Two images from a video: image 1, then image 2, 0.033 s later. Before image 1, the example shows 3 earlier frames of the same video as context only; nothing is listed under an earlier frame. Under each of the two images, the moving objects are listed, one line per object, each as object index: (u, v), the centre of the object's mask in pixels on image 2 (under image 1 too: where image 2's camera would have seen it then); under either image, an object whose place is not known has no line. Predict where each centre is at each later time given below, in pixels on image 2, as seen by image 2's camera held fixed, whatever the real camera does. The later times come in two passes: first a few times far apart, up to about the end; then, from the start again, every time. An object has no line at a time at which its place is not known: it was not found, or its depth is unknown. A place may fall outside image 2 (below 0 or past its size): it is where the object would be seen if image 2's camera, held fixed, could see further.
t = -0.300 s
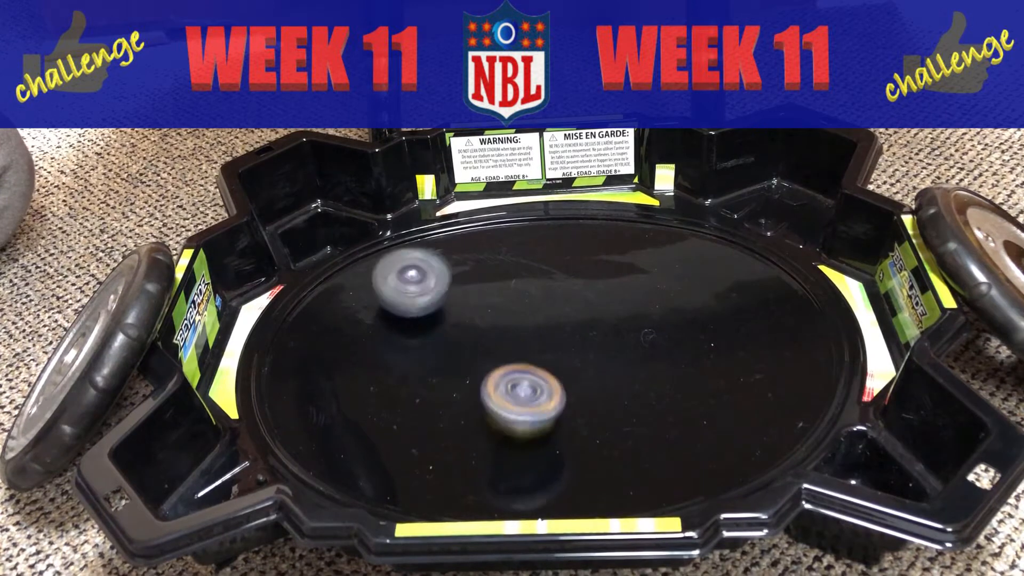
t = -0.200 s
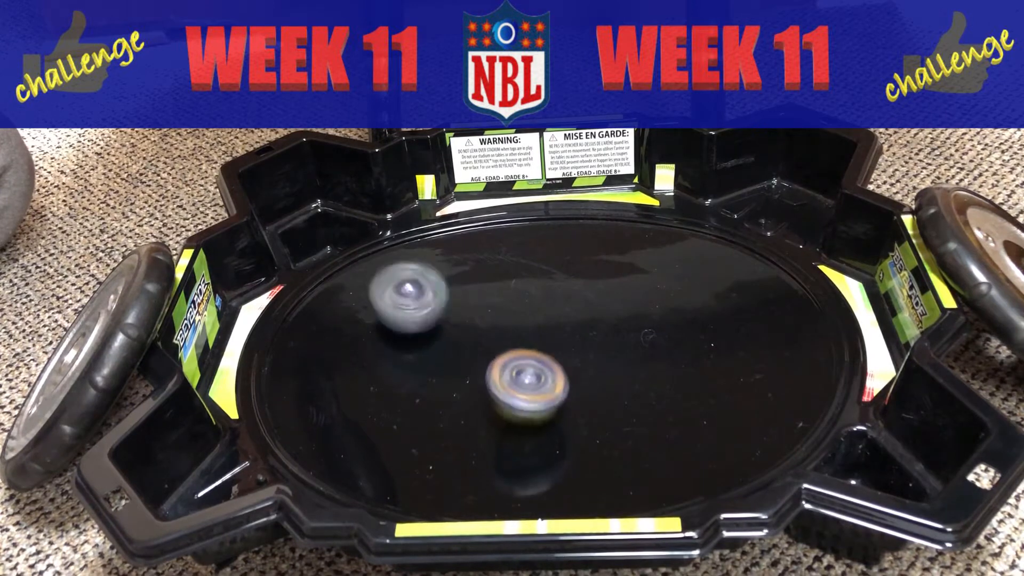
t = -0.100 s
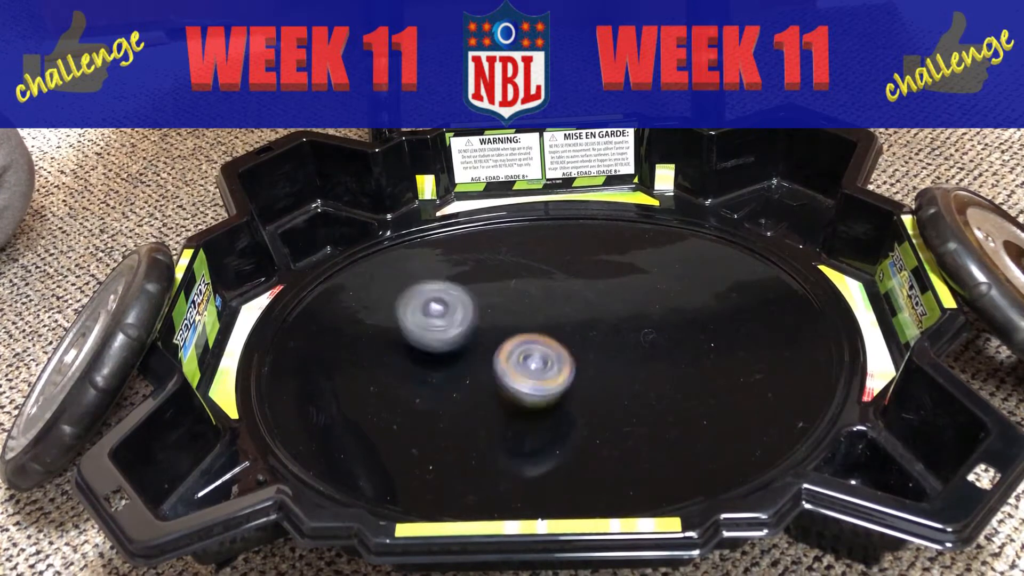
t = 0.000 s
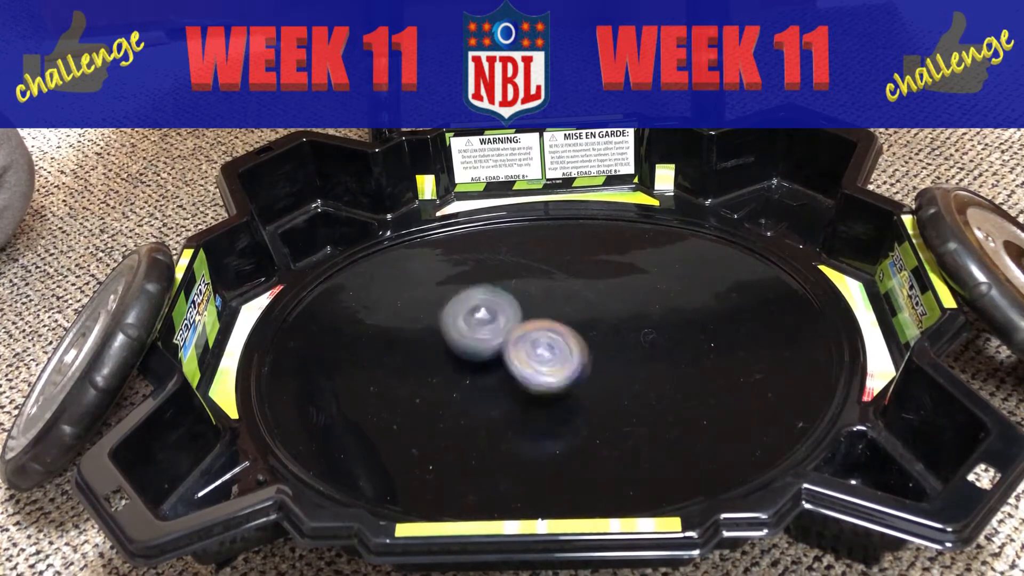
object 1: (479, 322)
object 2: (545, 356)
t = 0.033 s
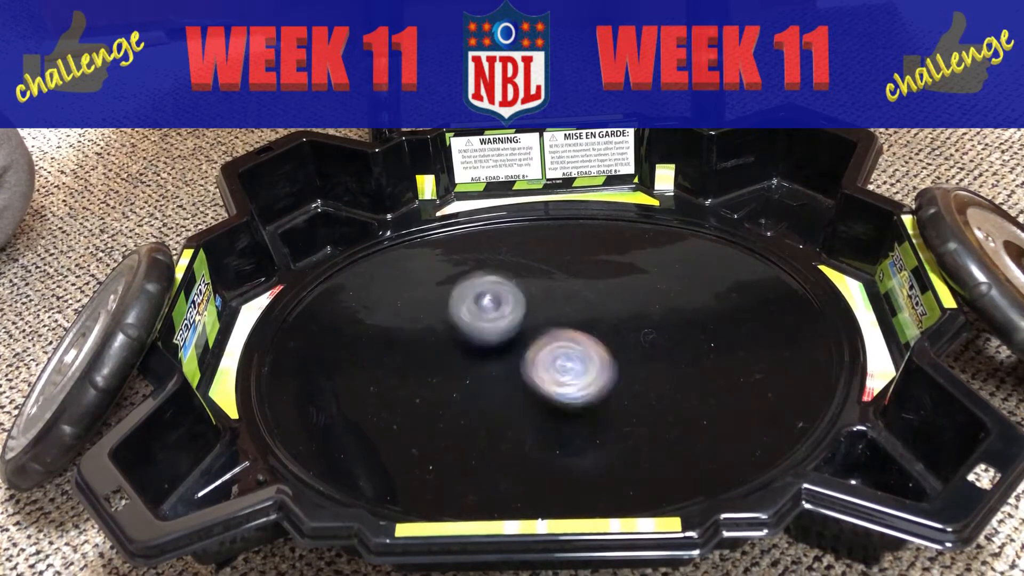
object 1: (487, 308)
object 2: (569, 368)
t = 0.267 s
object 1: (507, 258)
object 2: (719, 378)
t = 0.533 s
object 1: (517, 289)
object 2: (770, 361)
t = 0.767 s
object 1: (591, 332)
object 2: (748, 359)
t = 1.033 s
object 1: (626, 336)
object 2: (714, 362)
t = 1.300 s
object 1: (556, 354)
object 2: (665, 345)
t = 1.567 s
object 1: (503, 390)
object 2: (618, 312)
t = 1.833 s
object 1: (529, 382)
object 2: (581, 280)
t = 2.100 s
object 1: (511, 333)
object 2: (559, 267)
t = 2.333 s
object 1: (464, 322)
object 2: (546, 283)
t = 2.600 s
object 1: (478, 355)
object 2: (538, 310)
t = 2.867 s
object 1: (492, 401)
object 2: (569, 324)
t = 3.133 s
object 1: (560, 394)
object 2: (562, 327)
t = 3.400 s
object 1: (585, 366)
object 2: (546, 304)
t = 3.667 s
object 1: (556, 346)
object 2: (539, 286)
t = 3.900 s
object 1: (520, 345)
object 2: (546, 285)
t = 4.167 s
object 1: (486, 368)
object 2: (551, 307)
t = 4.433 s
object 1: (501, 390)
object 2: (550, 326)
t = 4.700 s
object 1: (531, 397)
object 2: (542, 321)
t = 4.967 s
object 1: (547, 396)
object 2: (552, 294)
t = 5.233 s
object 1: (528, 357)
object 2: (563, 296)
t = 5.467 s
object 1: (485, 340)
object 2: (563, 310)
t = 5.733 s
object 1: (442, 341)
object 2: (559, 331)
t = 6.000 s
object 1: (445, 354)
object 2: (546, 333)
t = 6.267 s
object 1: (466, 358)
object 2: (602, 321)
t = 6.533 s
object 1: (495, 351)
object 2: (660, 337)
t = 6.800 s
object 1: (538, 332)
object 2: (635, 375)
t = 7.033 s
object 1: (571, 311)
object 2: (551, 387)
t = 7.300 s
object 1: (598, 301)
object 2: (516, 354)
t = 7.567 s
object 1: (624, 321)
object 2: (522, 337)
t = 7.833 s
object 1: (601, 343)
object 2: (523, 348)
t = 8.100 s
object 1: (582, 342)
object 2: (430, 337)
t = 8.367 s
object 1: (581, 327)
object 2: (456, 342)
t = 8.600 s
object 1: (587, 331)
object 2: (506, 356)
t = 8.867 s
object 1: (587, 364)
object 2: (488, 350)
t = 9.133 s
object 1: (592, 369)
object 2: (490, 347)
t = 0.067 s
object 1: (494, 297)
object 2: (594, 379)
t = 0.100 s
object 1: (499, 289)
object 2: (619, 386)
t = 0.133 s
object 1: (503, 280)
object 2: (640, 390)
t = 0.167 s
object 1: (505, 273)
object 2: (659, 388)
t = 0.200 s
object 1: (506, 266)
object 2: (682, 385)
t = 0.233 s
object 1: (507, 261)
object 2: (702, 382)
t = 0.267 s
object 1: (507, 258)
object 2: (719, 378)
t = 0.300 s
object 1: (506, 256)
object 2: (734, 374)
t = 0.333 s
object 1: (505, 256)
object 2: (745, 372)
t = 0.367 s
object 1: (503, 258)
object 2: (753, 370)
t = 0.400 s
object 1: (503, 262)
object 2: (759, 367)
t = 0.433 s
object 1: (504, 267)
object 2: (764, 365)
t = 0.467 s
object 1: (507, 274)
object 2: (767, 364)
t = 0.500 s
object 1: (511, 281)
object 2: (769, 362)
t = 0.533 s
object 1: (517, 289)
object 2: (770, 361)
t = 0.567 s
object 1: (526, 297)
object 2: (769, 361)
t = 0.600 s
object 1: (535, 304)
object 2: (767, 360)
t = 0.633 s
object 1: (545, 310)
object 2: (764, 360)
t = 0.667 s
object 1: (556, 316)
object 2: (761, 360)
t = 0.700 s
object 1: (567, 322)
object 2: (757, 360)
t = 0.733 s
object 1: (580, 327)
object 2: (753, 360)
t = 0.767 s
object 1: (591, 332)
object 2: (748, 359)
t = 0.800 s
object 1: (602, 335)
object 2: (742, 359)
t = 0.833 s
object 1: (614, 339)
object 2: (734, 359)
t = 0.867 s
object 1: (625, 342)
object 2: (727, 358)
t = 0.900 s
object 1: (635, 343)
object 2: (721, 357)
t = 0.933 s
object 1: (633, 340)
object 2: (726, 360)
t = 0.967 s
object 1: (632, 337)
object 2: (725, 362)
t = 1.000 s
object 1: (630, 336)
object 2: (720, 363)
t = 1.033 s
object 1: (626, 336)
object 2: (714, 362)
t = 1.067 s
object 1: (620, 337)
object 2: (707, 360)
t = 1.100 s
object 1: (614, 338)
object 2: (700, 359)
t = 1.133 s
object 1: (607, 340)
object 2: (692, 356)
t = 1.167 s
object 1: (600, 342)
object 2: (684, 354)
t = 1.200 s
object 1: (589, 344)
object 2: (679, 351)
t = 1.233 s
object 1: (576, 347)
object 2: (676, 350)
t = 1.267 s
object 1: (566, 350)
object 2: (670, 348)
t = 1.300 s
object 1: (556, 354)
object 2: (665, 345)
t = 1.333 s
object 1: (545, 359)
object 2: (659, 341)
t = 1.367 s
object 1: (534, 364)
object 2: (654, 337)
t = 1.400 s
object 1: (524, 369)
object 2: (648, 333)
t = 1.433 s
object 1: (517, 373)
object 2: (642, 329)
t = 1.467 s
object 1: (511, 377)
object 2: (636, 325)
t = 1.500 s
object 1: (507, 382)
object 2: (630, 320)
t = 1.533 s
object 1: (505, 386)
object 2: (624, 316)
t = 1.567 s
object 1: (503, 390)
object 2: (618, 312)
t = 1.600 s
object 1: (504, 393)
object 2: (612, 307)
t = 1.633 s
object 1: (505, 395)
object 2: (607, 303)
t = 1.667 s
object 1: (509, 396)
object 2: (602, 298)
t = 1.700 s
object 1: (512, 395)
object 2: (597, 293)
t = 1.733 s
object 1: (516, 394)
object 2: (593, 290)
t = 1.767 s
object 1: (521, 391)
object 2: (589, 286)
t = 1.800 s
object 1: (525, 386)
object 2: (585, 283)
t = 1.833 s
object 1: (529, 382)
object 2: (581, 280)
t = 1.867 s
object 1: (531, 377)
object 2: (578, 277)
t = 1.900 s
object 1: (532, 371)
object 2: (575, 275)
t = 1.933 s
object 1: (531, 364)
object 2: (572, 273)
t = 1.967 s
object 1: (528, 357)
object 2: (569, 271)
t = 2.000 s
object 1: (524, 351)
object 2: (566, 270)
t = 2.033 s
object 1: (520, 345)
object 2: (564, 269)
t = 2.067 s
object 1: (516, 339)
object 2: (561, 268)
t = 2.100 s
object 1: (511, 333)
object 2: (559, 267)
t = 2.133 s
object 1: (504, 329)
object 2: (557, 269)
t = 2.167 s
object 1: (497, 325)
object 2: (555, 270)
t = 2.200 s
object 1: (490, 322)
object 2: (553, 271)
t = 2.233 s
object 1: (483, 321)
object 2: (551, 274)
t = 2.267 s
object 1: (475, 320)
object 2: (550, 276)
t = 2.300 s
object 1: (469, 321)
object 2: (548, 279)
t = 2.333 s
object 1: (464, 322)
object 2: (546, 283)
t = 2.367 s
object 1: (460, 325)
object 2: (544, 285)
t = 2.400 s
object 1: (457, 329)
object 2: (543, 289)
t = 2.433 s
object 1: (457, 333)
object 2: (541, 293)
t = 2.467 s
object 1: (458, 338)
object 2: (539, 297)
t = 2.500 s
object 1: (462, 342)
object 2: (537, 301)
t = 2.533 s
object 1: (468, 347)
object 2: (535, 304)
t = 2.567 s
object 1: (475, 351)
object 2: (534, 307)
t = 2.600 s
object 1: (478, 355)
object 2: (538, 310)
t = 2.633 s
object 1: (480, 359)
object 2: (541, 314)
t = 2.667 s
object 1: (484, 363)
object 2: (543, 318)
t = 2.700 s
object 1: (484, 370)
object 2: (548, 319)
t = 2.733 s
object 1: (481, 377)
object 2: (558, 319)
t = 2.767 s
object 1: (481, 384)
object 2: (565, 319)
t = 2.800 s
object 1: (483, 390)
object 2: (568, 320)
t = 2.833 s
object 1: (486, 396)
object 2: (569, 322)
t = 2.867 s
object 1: (492, 401)
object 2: (569, 324)
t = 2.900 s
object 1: (499, 404)
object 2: (568, 326)
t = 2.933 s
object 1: (508, 406)
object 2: (566, 328)
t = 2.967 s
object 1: (518, 407)
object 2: (565, 330)
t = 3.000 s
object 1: (528, 405)
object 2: (563, 332)
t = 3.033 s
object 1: (539, 402)
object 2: (563, 333)
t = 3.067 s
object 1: (548, 397)
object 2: (562, 334)
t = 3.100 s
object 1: (555, 395)
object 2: (561, 332)
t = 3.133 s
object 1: (560, 394)
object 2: (562, 327)
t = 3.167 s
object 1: (566, 393)
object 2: (562, 323)
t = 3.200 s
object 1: (571, 390)
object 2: (561, 320)
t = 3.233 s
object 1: (575, 386)
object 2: (559, 319)
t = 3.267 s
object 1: (579, 380)
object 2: (556, 317)
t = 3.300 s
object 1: (581, 375)
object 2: (553, 315)
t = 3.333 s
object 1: (583, 370)
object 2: (550, 313)
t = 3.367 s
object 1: (584, 368)
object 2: (548, 308)
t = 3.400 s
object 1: (585, 366)
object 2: (546, 304)
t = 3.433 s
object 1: (584, 362)
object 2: (544, 301)
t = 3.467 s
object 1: (583, 358)
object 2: (542, 298)
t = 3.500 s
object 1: (580, 355)
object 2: (541, 296)
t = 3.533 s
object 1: (576, 352)
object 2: (539, 293)
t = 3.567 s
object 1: (571, 350)
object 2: (539, 291)
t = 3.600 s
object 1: (566, 348)
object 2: (538, 289)
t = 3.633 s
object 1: (561, 347)
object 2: (538, 287)
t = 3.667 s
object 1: (556, 346)
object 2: (539, 286)
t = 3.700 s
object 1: (551, 345)
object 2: (540, 283)
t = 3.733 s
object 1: (545, 345)
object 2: (541, 282)
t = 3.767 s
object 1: (540, 346)
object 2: (541, 282)
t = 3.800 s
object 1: (535, 345)
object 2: (542, 282)
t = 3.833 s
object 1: (529, 345)
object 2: (543, 283)
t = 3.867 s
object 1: (524, 345)
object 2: (545, 284)
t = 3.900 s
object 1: (520, 345)
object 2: (546, 285)
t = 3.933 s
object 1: (513, 347)
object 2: (548, 286)
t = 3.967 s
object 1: (507, 350)
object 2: (550, 288)
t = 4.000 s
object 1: (501, 352)
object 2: (551, 291)
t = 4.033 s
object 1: (496, 353)
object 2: (551, 294)
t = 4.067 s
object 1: (492, 357)
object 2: (552, 296)
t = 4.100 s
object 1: (489, 361)
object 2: (552, 299)
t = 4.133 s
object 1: (487, 365)
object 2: (552, 303)
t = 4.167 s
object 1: (486, 368)
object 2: (551, 307)
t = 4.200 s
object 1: (487, 371)
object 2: (551, 311)
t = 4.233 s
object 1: (490, 374)
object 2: (550, 315)
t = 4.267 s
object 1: (494, 376)
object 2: (548, 320)
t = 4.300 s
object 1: (498, 377)
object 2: (546, 323)
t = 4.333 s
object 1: (502, 378)
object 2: (545, 325)
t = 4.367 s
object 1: (503, 380)
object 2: (547, 326)
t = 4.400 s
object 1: (501, 386)
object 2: (550, 325)
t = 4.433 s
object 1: (501, 390)
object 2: (550, 326)
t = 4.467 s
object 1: (503, 394)
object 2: (549, 327)
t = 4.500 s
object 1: (506, 397)
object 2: (547, 329)
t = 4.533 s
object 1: (511, 398)
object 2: (546, 329)
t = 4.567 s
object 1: (516, 398)
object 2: (544, 330)
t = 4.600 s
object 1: (521, 396)
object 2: (542, 329)
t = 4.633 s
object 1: (527, 393)
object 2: (540, 329)
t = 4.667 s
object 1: (531, 391)
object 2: (539, 328)
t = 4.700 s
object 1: (531, 397)
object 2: (542, 321)
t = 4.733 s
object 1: (532, 401)
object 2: (545, 311)
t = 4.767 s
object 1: (533, 403)
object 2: (548, 305)
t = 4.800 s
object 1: (535, 405)
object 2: (550, 302)
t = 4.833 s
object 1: (537, 406)
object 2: (551, 300)
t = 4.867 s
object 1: (540, 406)
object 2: (550, 297)
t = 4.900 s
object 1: (543, 404)
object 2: (550, 296)
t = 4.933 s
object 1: (546, 400)
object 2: (551, 295)
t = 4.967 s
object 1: (547, 396)
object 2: (552, 294)
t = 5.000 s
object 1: (548, 391)
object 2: (552, 293)
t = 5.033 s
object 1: (548, 386)
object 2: (553, 293)
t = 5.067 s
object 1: (548, 380)
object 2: (554, 294)
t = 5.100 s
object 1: (546, 373)
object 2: (555, 294)
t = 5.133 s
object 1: (544, 368)
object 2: (556, 295)
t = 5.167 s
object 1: (541, 364)
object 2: (556, 298)
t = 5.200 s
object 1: (537, 359)
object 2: (558, 298)
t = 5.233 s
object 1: (528, 357)
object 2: (563, 296)
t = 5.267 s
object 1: (520, 355)
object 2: (566, 296)
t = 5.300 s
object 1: (514, 353)
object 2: (568, 297)
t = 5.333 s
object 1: (509, 350)
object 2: (568, 300)
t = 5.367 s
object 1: (502, 346)
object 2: (567, 302)
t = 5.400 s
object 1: (496, 344)
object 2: (566, 305)
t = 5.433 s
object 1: (491, 343)
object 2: (565, 307)
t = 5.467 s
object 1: (485, 340)
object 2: (563, 310)
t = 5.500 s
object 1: (479, 339)
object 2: (560, 313)
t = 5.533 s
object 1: (474, 340)
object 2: (559, 316)
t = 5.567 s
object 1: (471, 339)
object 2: (555, 318)
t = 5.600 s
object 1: (469, 338)
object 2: (551, 321)
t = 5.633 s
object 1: (466, 339)
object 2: (548, 324)
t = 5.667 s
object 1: (458, 340)
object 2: (552, 326)
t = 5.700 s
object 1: (449, 340)
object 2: (557, 329)
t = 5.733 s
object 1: (442, 341)
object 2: (559, 331)
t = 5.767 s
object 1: (438, 343)
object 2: (558, 332)
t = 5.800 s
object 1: (433, 343)
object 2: (555, 334)
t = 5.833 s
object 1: (429, 346)
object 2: (554, 334)
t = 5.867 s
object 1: (429, 348)
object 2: (553, 334)
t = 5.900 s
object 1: (430, 349)
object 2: (551, 335)
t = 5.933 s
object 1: (433, 352)
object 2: (549, 334)
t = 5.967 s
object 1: (439, 354)
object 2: (547, 334)
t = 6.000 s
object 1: (445, 354)
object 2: (546, 333)
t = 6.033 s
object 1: (453, 356)
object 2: (545, 332)
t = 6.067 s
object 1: (461, 357)
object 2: (543, 332)
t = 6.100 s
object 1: (468, 355)
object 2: (544, 330)
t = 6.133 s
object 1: (473, 356)
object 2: (546, 328)
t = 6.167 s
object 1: (472, 356)
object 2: (560, 326)
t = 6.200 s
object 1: (467, 356)
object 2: (576, 322)
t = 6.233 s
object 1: (466, 359)
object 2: (590, 321)
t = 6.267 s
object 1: (466, 358)
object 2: (602, 321)
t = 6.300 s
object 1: (466, 359)
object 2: (609, 320)
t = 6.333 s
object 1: (468, 359)
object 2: (617, 320)
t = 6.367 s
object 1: (471, 358)
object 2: (626, 319)
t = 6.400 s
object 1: (475, 359)
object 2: (635, 322)
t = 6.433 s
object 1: (479, 356)
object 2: (644, 324)
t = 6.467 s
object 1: (484, 356)
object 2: (650, 328)
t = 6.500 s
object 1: (490, 353)
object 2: (656, 333)
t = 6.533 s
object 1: (495, 351)
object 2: (660, 337)
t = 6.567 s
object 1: (502, 350)
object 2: (663, 343)
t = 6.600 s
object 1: (506, 346)
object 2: (664, 347)
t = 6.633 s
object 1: (511, 345)
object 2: (663, 352)
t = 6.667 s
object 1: (516, 341)
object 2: (661, 357)
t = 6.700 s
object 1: (520, 339)
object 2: (657, 362)
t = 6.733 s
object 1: (527, 336)
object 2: (652, 367)
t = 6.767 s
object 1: (531, 332)
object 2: (644, 370)
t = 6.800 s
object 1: (538, 332)
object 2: (635, 375)
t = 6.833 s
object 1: (543, 328)
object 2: (626, 376)
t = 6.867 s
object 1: (548, 328)
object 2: (614, 378)
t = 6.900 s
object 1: (553, 325)
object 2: (605, 378)
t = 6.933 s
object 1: (556, 324)
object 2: (595, 378)
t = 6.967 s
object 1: (565, 317)
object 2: (580, 384)
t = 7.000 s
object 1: (567, 313)
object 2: (567, 388)
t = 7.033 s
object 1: (571, 311)
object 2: (551, 387)
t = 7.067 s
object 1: (571, 307)
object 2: (536, 390)
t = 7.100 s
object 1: (574, 305)
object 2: (524, 388)
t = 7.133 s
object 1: (577, 302)
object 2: (516, 381)
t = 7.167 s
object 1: (581, 301)
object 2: (511, 376)
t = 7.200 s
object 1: (584, 299)
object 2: (510, 370)
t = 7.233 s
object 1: (589, 299)
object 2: (510, 365)
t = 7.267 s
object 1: (593, 299)
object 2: (513, 359)
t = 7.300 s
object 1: (598, 301)
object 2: (516, 354)
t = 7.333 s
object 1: (600, 303)
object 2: (520, 348)
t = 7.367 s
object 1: (603, 306)
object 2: (524, 344)
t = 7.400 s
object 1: (604, 309)
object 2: (529, 340)
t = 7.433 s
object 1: (610, 312)
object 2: (530, 338)
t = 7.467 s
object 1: (618, 314)
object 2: (524, 336)
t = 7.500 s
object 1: (621, 317)
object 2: (521, 335)
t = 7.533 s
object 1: (621, 320)
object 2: (521, 335)
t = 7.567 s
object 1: (624, 321)
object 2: (522, 337)
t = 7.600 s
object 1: (624, 325)
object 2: (524, 337)
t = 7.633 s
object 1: (624, 328)
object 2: (526, 338)
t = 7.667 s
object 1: (621, 333)
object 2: (526, 340)
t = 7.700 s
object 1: (619, 334)
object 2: (526, 341)
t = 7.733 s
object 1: (616, 338)
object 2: (526, 343)
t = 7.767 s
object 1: (612, 339)
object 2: (526, 344)
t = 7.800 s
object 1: (607, 343)
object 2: (526, 345)
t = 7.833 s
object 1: (601, 343)
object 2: (523, 348)
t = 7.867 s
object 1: (598, 346)
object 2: (519, 347)
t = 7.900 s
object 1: (595, 347)
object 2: (505, 342)
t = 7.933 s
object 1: (595, 348)
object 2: (490, 337)
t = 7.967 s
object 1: (590, 348)
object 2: (474, 333)
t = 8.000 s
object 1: (588, 346)
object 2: (459, 331)
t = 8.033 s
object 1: (585, 346)
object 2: (447, 333)
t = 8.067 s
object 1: (582, 343)
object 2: (437, 335)
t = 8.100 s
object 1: (582, 342)
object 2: (430, 337)
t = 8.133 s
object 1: (580, 340)
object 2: (424, 338)
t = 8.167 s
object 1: (578, 336)
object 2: (423, 338)
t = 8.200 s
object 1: (579, 335)
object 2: (426, 339)
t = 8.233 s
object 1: (579, 334)
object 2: (431, 337)
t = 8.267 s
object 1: (580, 330)
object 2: (439, 335)
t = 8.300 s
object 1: (580, 329)
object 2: (444, 339)
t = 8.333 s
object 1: (580, 328)
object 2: (450, 341)
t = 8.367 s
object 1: (581, 327)
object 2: (456, 342)
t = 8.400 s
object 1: (579, 328)
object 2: (463, 344)
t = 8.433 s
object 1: (577, 327)
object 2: (470, 347)
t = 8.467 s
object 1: (578, 326)
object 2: (480, 347)
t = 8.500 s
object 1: (579, 326)
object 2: (491, 351)
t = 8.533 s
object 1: (579, 326)
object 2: (498, 352)
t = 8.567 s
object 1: (581, 328)
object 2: (507, 351)
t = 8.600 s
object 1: (587, 331)
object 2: (506, 356)
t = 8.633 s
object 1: (591, 334)
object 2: (501, 358)
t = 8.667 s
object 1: (593, 337)
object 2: (501, 361)
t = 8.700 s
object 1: (590, 343)
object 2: (506, 364)
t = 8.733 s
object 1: (587, 347)
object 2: (506, 361)
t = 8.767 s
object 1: (588, 353)
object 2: (501, 355)
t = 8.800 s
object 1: (586, 356)
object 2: (493, 351)
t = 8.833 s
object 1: (586, 360)
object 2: (490, 351)
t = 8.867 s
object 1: (587, 364)
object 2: (488, 350)
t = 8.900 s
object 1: (588, 367)
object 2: (489, 348)
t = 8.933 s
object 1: (590, 369)
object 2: (489, 348)
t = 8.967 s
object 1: (592, 370)
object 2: (490, 347)
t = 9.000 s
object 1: (593, 369)
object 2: (490, 347)
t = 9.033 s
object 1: (594, 370)
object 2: (491, 346)
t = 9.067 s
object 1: (594, 370)
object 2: (491, 346)
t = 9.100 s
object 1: (593, 370)
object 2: (490, 347)
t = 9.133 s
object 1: (592, 369)
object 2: (490, 347)
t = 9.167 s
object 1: (590, 367)
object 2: (489, 348)
